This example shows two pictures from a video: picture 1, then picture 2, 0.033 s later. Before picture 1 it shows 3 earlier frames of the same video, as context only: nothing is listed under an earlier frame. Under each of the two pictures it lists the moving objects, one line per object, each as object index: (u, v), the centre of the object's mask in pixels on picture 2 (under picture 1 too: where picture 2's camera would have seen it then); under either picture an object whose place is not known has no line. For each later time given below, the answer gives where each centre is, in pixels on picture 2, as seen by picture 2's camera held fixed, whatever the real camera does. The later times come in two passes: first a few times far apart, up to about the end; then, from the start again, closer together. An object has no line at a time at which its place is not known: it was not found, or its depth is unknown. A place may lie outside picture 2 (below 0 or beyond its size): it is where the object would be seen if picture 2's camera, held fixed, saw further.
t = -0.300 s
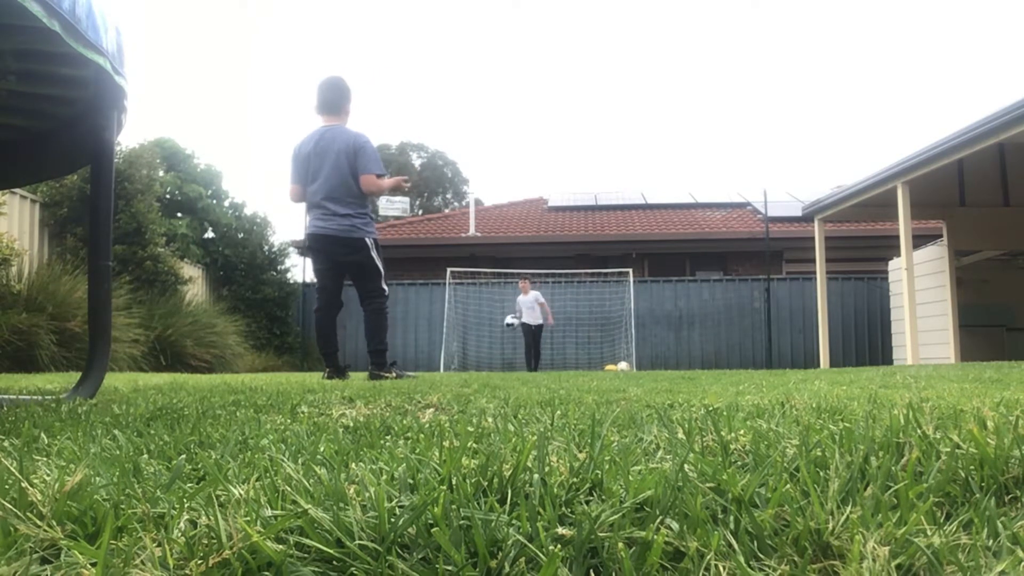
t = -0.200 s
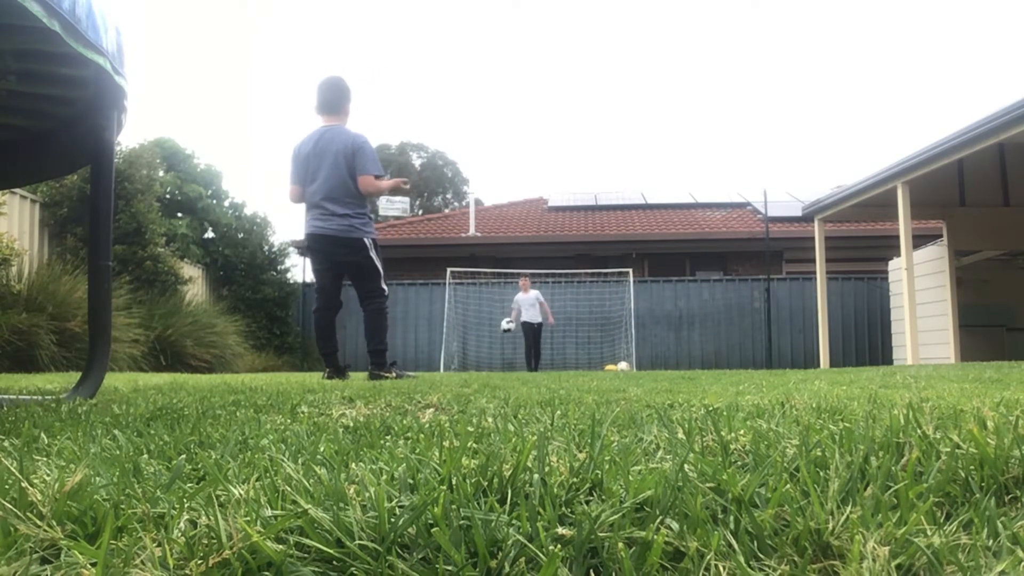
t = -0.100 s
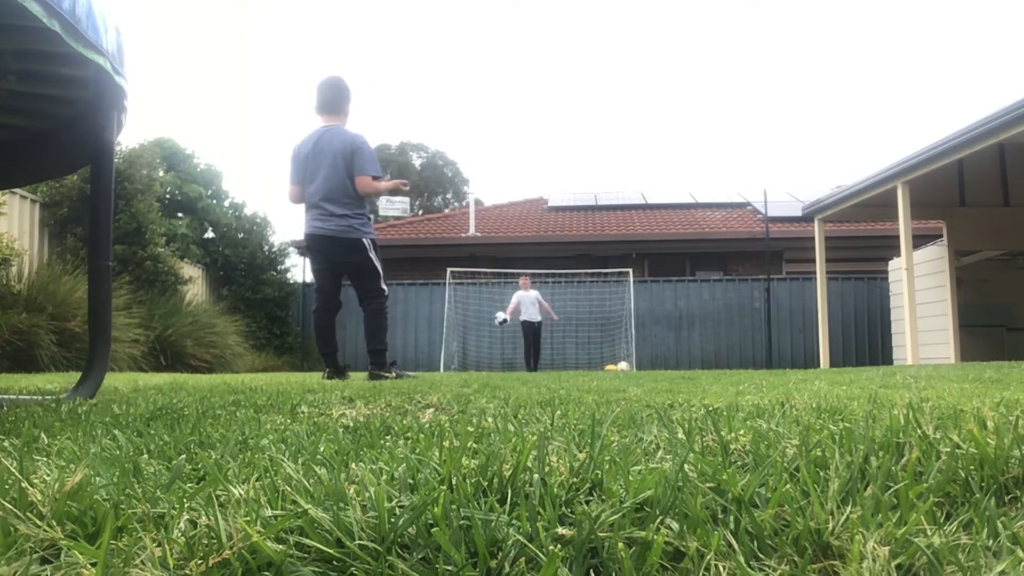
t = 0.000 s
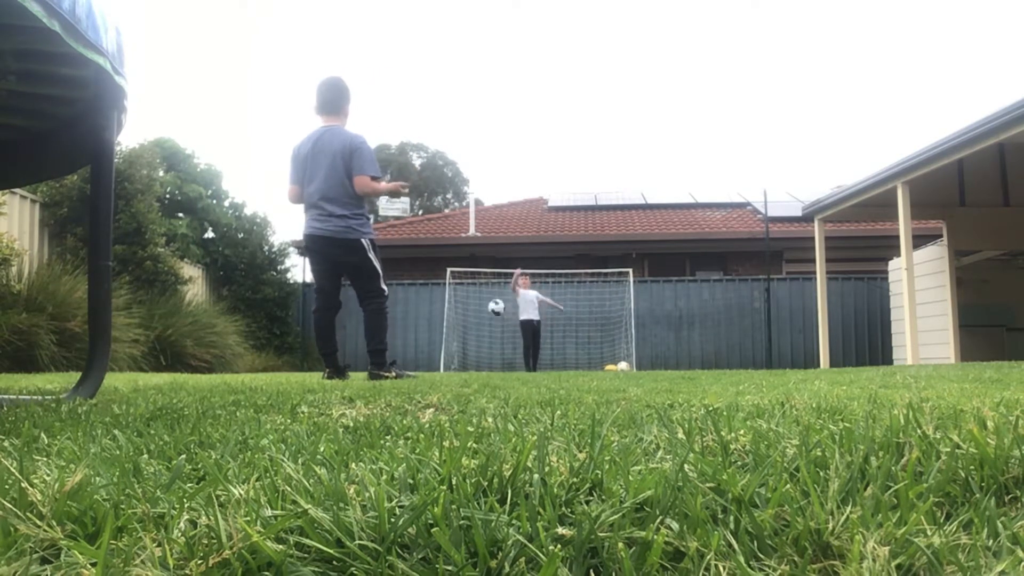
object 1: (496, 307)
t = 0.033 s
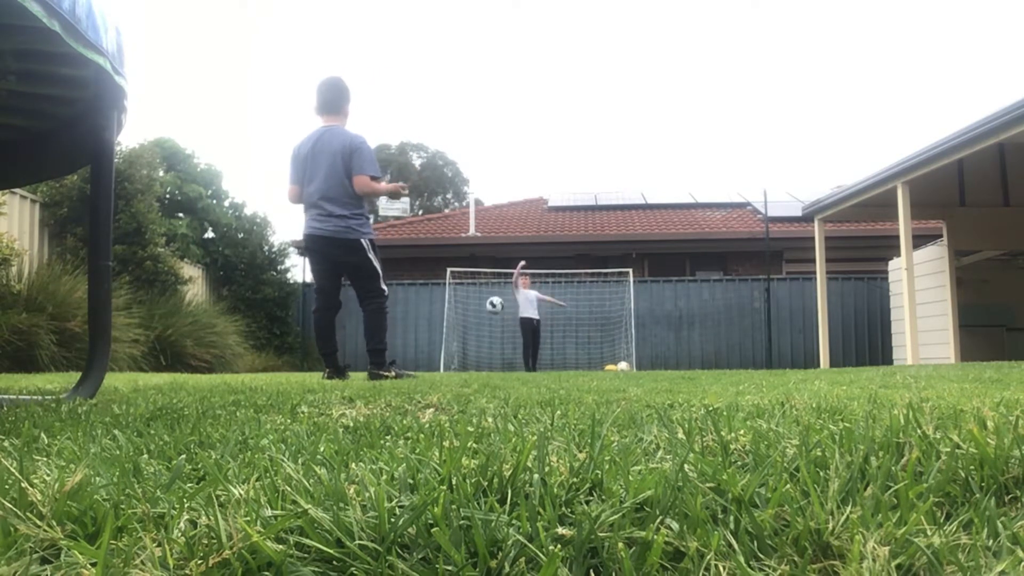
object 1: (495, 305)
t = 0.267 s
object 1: (480, 312)
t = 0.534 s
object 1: (460, 356)
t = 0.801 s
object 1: (444, 327)
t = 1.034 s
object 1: (430, 360)
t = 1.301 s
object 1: (407, 339)
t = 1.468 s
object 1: (390, 356)
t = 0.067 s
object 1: (493, 302)
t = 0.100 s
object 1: (491, 302)
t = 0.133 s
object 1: (489, 302)
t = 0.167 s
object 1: (487, 303)
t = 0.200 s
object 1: (484, 305)
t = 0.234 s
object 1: (482, 308)
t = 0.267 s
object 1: (480, 312)
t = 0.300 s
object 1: (477, 317)
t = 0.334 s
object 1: (475, 323)
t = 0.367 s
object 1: (473, 330)
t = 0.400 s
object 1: (470, 339)
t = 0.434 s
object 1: (467, 349)
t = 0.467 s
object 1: (464, 361)
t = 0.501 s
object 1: (461, 363)
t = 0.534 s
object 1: (460, 356)
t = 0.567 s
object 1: (458, 348)
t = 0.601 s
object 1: (456, 341)
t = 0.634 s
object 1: (455, 336)
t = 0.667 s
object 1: (453, 333)
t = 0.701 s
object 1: (450, 330)
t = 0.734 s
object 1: (449, 328)
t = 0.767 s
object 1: (447, 327)
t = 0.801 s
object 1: (444, 327)
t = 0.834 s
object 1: (442, 330)
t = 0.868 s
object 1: (440, 333)
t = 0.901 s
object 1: (438, 338)
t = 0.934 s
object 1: (436, 343)
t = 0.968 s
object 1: (433, 351)
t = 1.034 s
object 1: (430, 360)
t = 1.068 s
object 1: (428, 360)
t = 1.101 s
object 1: (425, 354)
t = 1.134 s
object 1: (423, 347)
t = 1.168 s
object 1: (420, 343)
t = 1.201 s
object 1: (417, 339)
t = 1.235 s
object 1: (414, 337)
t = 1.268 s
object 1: (410, 338)
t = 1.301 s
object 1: (407, 339)
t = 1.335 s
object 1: (404, 342)
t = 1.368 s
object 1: (401, 346)
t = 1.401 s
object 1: (397, 352)
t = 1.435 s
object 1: (393, 358)
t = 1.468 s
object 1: (390, 356)
